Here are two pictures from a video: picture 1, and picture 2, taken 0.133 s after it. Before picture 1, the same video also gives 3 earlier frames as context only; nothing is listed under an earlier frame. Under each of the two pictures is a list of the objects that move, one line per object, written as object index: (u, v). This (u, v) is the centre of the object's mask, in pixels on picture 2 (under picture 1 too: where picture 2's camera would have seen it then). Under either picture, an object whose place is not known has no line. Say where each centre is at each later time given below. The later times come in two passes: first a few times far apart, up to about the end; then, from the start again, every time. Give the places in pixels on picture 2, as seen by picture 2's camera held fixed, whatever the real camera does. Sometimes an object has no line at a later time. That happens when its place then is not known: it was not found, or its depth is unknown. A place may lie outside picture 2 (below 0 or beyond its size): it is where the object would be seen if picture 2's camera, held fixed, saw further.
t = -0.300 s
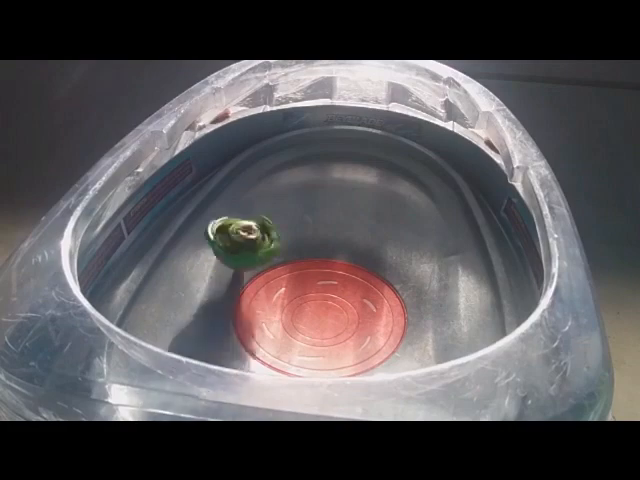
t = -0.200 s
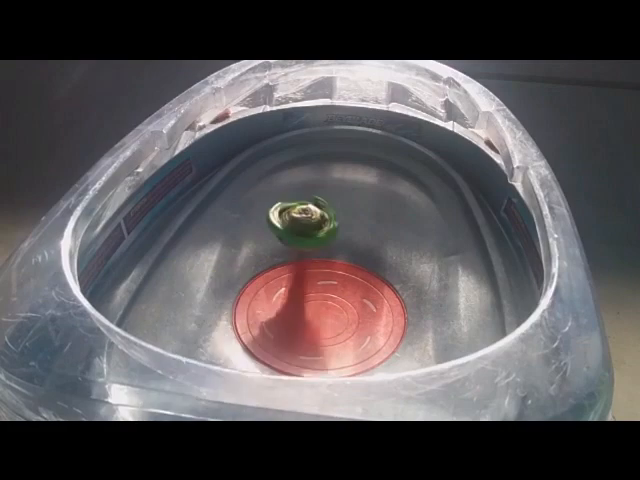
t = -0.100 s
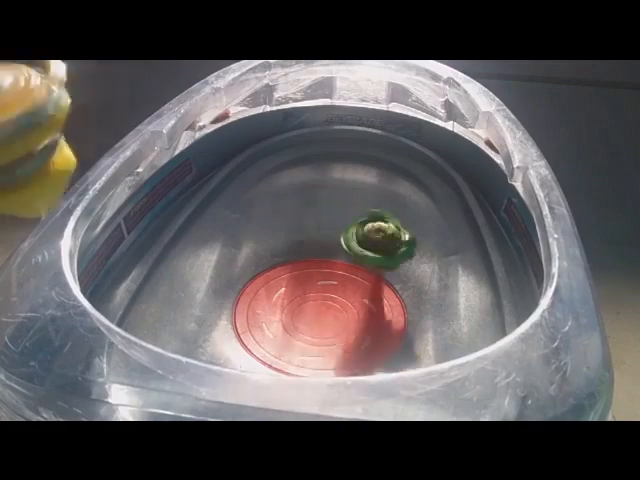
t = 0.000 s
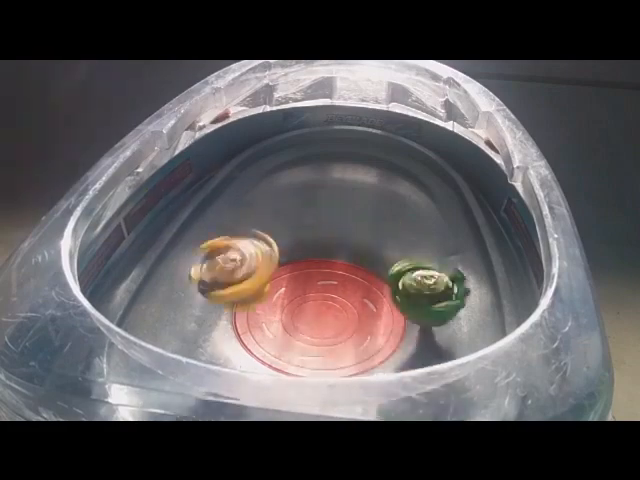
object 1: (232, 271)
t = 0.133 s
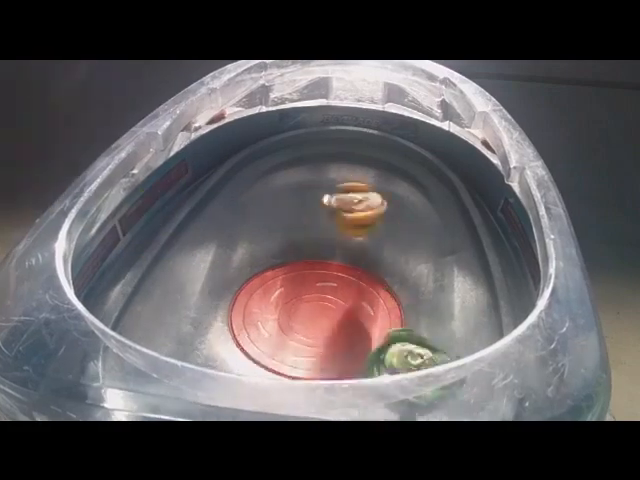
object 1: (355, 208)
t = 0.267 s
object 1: (416, 169)
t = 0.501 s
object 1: (364, 148)
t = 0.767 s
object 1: (305, 172)
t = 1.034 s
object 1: (217, 175)
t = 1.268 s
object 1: (219, 237)
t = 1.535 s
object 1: (383, 318)
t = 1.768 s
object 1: (451, 232)
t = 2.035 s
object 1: (461, 209)
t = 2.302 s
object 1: (444, 225)
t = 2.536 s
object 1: (435, 267)
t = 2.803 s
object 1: (352, 296)
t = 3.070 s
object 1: (298, 341)
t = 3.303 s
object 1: (321, 325)
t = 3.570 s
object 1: (284, 297)
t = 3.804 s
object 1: (273, 286)
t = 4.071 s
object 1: (296, 278)
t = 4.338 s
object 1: (321, 274)
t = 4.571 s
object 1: (284, 281)
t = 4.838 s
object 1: (219, 290)
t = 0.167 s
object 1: (377, 195)
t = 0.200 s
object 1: (396, 186)
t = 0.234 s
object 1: (408, 171)
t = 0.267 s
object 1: (416, 169)
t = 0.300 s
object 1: (420, 162)
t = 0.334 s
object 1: (421, 155)
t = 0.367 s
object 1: (416, 151)
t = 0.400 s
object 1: (407, 148)
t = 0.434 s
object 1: (393, 146)
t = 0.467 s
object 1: (375, 148)
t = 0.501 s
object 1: (364, 148)
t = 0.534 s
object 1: (353, 150)
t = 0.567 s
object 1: (346, 151)
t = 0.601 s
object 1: (341, 153)
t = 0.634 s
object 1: (337, 155)
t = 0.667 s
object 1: (331, 159)
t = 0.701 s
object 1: (324, 162)
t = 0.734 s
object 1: (316, 167)
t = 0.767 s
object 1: (305, 172)
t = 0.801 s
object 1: (294, 179)
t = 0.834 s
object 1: (285, 180)
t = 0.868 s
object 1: (272, 176)
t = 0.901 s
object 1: (257, 175)
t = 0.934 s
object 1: (243, 173)
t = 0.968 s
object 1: (233, 172)
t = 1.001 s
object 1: (223, 172)
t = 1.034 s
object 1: (217, 175)
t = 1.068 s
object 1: (215, 184)
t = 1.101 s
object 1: (214, 192)
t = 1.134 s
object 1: (212, 199)
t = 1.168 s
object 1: (209, 208)
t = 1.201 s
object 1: (209, 217)
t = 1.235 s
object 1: (212, 226)
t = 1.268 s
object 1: (219, 237)
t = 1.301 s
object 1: (230, 252)
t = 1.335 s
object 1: (242, 272)
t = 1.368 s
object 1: (259, 294)
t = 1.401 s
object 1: (280, 310)
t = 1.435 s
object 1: (304, 323)
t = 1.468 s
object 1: (330, 328)
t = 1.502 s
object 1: (362, 323)
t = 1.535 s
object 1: (383, 318)
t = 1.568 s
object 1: (403, 304)
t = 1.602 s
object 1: (416, 289)
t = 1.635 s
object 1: (426, 273)
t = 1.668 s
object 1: (435, 258)
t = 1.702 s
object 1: (442, 248)
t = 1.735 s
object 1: (447, 239)
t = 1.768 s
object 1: (451, 232)
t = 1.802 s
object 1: (454, 226)
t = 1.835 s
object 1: (452, 221)
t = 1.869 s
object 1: (449, 218)
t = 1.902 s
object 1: (442, 215)
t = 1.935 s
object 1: (436, 214)
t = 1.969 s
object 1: (427, 213)
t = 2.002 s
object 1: (438, 211)
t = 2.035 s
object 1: (461, 209)
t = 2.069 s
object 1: (467, 205)
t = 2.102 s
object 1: (466, 208)
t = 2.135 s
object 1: (460, 210)
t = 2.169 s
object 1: (453, 210)
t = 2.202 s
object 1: (449, 213)
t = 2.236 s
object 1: (448, 216)
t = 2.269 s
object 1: (445, 220)
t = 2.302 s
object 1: (444, 225)
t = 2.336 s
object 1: (441, 230)
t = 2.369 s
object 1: (439, 238)
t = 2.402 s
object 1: (439, 243)
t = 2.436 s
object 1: (438, 249)
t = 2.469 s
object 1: (439, 255)
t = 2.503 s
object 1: (439, 261)
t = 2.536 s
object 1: (435, 267)
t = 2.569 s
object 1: (433, 274)
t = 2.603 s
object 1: (424, 278)
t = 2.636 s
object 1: (413, 282)
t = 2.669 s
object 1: (403, 285)
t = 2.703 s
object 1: (390, 288)
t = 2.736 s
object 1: (376, 289)
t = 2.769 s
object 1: (362, 293)
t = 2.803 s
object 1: (352, 296)
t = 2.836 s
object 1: (343, 299)
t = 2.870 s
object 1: (332, 306)
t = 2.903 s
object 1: (326, 312)
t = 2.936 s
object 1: (318, 317)
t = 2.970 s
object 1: (309, 323)
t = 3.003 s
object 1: (304, 329)
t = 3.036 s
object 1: (301, 333)
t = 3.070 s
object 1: (298, 341)
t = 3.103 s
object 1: (304, 341)
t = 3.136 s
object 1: (309, 343)
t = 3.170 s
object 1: (320, 340)
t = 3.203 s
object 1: (323, 339)
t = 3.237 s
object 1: (324, 334)
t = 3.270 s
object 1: (324, 331)
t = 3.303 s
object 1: (321, 325)
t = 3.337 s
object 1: (317, 323)
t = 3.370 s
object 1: (314, 318)
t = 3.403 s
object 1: (310, 318)
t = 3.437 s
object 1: (304, 314)
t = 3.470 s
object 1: (302, 310)
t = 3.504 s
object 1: (295, 306)
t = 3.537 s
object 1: (289, 302)
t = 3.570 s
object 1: (284, 297)
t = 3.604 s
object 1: (280, 293)
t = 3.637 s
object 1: (277, 292)
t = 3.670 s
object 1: (273, 290)
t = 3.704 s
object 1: (272, 289)
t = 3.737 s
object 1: (270, 287)
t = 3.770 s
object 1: (270, 286)
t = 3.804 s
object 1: (273, 286)
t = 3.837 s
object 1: (273, 285)
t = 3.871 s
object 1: (275, 284)
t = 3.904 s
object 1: (278, 285)
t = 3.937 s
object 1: (280, 283)
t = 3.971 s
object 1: (284, 282)
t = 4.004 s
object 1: (287, 281)
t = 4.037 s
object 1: (291, 279)
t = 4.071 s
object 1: (296, 278)
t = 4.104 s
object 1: (299, 277)
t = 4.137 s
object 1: (302, 276)
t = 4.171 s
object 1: (307, 275)
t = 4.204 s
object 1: (311, 275)
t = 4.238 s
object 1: (313, 275)
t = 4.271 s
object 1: (318, 275)
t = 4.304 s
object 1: (320, 275)
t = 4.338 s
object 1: (321, 274)
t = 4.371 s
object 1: (323, 273)
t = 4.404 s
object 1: (327, 274)
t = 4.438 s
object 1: (327, 274)
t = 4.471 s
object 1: (310, 273)
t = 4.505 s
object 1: (301, 274)
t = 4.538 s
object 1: (291, 276)
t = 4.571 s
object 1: (284, 281)
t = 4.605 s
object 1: (279, 284)
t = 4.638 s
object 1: (275, 289)
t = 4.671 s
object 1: (275, 294)
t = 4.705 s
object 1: (267, 299)
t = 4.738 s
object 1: (247, 295)
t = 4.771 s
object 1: (234, 291)
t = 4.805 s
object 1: (225, 291)
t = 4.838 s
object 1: (219, 290)
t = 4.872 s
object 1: (212, 288)
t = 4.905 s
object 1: (206, 285)
